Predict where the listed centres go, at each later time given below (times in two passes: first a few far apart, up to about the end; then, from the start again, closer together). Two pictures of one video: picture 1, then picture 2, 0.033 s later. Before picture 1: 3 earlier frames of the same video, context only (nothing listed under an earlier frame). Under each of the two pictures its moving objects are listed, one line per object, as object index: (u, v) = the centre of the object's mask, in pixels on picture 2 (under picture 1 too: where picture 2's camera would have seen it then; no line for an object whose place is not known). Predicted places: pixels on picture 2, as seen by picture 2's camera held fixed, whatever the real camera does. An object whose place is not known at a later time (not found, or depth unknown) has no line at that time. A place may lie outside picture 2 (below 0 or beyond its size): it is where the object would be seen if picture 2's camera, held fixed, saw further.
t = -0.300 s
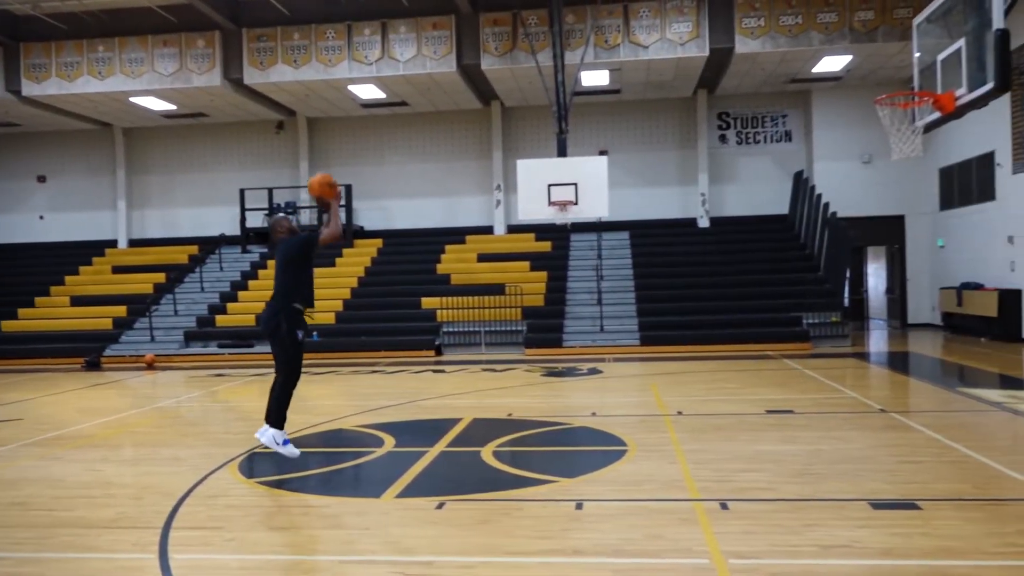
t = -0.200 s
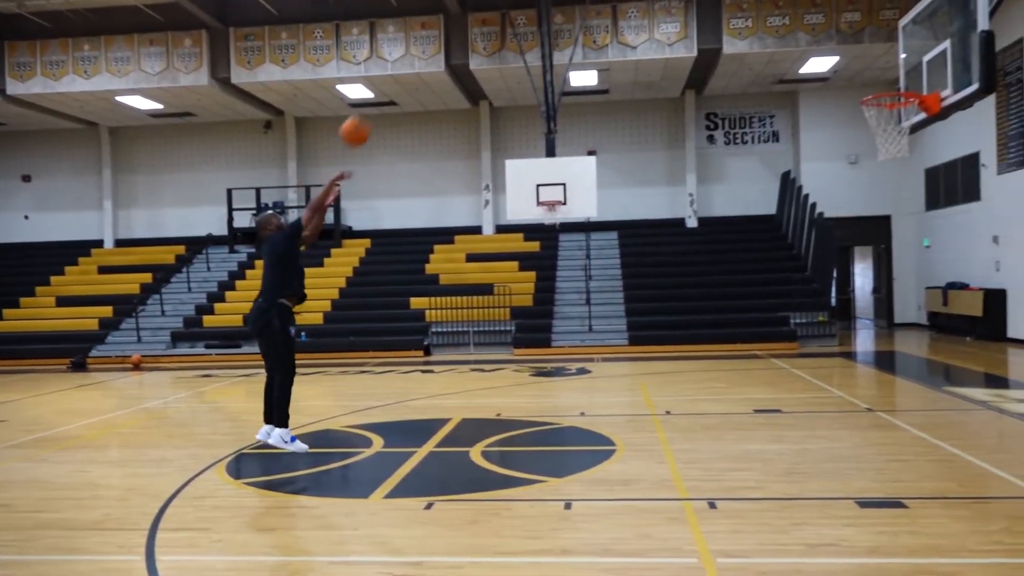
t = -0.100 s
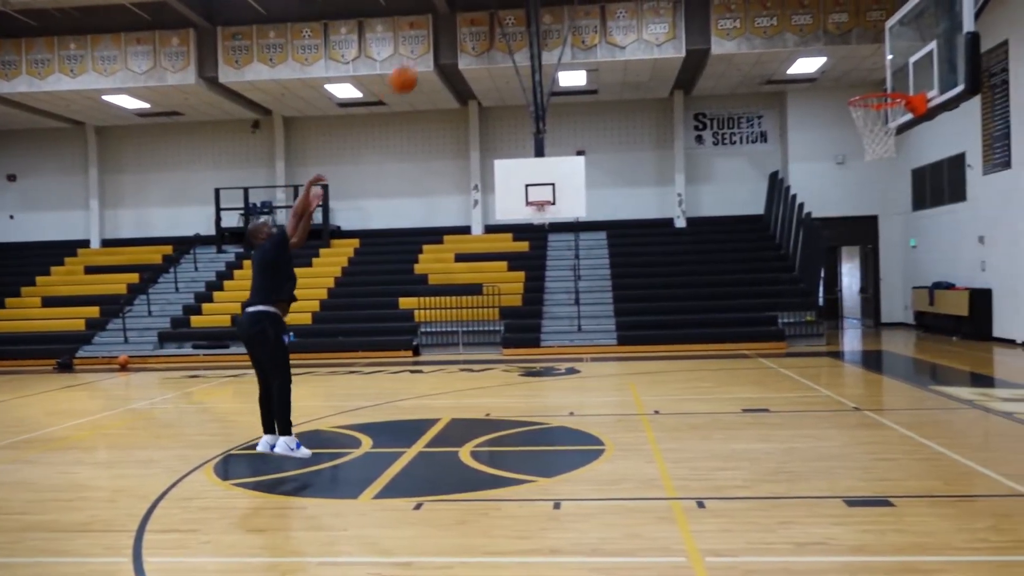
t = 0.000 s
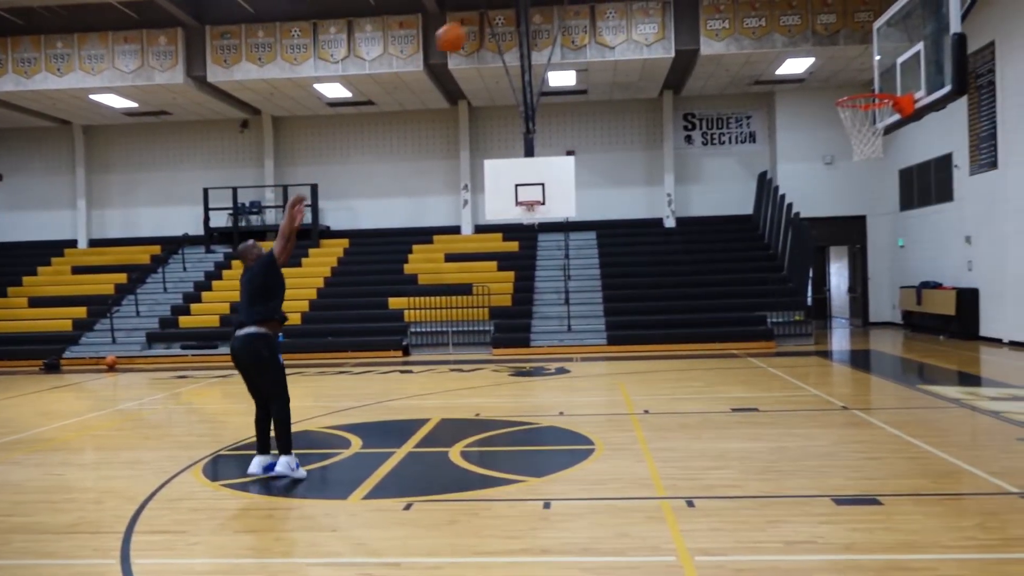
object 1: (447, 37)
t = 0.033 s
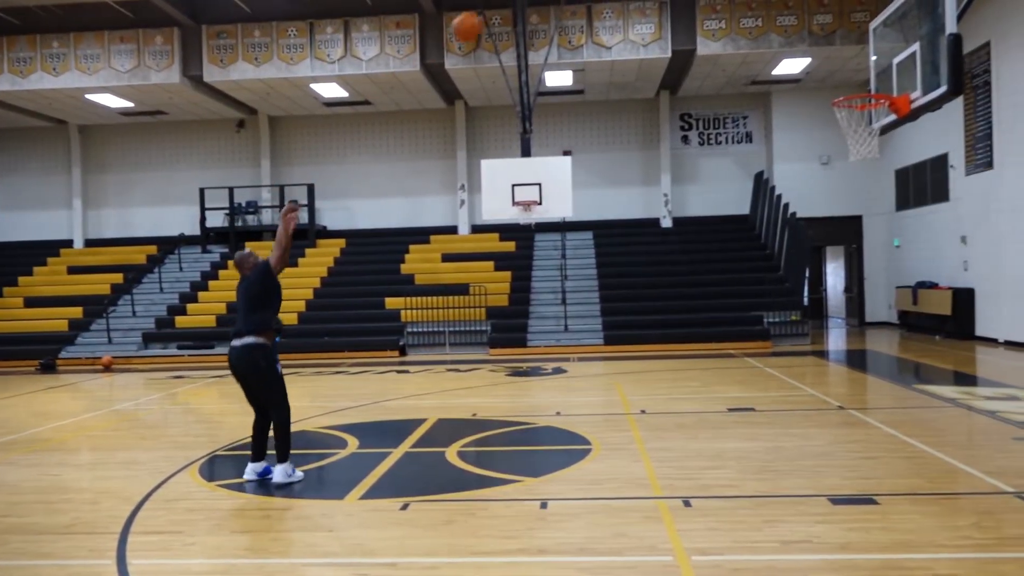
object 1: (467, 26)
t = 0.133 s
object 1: (524, 8)
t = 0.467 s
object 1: (709, 6)
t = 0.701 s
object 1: (832, 75)
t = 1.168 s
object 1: (891, 226)
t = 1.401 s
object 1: (905, 364)
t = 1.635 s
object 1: (891, 353)
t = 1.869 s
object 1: (862, 273)
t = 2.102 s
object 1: (834, 254)
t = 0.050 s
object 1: (477, 21)
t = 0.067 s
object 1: (487, 17)
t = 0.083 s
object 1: (496, 14)
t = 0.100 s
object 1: (505, 11)
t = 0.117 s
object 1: (514, 9)
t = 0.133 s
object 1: (524, 8)
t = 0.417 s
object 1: (682, 3)
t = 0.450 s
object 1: (700, 5)
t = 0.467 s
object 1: (709, 6)
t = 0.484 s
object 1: (719, 7)
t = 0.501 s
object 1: (728, 10)
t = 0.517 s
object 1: (736, 12)
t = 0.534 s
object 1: (745, 17)
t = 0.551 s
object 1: (753, 21)
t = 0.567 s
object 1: (762, 25)
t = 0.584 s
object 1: (771, 31)
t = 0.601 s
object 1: (779, 36)
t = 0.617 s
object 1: (787, 41)
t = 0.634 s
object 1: (796, 46)
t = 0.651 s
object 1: (806, 53)
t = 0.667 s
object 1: (815, 61)
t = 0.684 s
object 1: (823, 68)
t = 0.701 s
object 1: (832, 75)
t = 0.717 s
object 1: (842, 83)
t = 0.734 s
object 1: (849, 86)
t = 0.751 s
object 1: (857, 94)
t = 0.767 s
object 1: (866, 107)
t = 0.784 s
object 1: (877, 114)
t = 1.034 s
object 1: (889, 173)
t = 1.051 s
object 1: (889, 179)
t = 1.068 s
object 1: (890, 185)
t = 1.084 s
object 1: (890, 191)
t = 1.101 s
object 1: (890, 197)
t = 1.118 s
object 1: (890, 204)
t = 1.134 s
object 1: (891, 211)
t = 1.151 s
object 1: (890, 218)
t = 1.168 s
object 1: (891, 226)
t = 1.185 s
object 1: (892, 235)
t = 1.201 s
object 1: (893, 243)
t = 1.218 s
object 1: (893, 252)
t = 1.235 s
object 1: (894, 260)
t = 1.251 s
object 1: (893, 269)
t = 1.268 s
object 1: (895, 279)
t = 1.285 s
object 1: (896, 289)
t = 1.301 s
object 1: (896, 299)
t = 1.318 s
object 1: (897, 310)
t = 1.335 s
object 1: (899, 320)
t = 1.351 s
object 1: (901, 331)
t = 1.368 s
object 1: (902, 342)
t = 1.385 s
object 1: (905, 354)
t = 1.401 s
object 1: (905, 364)
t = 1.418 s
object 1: (906, 376)
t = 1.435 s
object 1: (906, 388)
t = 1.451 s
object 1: (909, 403)
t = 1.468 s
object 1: (910, 416)
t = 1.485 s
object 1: (911, 429)
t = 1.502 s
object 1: (908, 423)
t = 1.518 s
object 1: (906, 413)
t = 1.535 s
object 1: (904, 403)
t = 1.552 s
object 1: (901, 393)
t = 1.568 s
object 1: (899, 384)
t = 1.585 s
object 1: (897, 375)
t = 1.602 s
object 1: (894, 368)
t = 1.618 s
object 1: (892, 361)
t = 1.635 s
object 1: (891, 353)
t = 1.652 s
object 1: (889, 344)
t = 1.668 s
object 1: (887, 336)
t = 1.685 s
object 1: (885, 330)
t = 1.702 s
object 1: (884, 324)
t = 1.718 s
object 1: (882, 317)
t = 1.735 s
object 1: (880, 311)
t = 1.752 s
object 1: (877, 305)
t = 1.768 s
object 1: (875, 300)
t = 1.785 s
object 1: (872, 294)
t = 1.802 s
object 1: (870, 290)
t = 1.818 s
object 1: (868, 285)
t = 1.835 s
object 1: (866, 281)
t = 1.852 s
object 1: (864, 277)
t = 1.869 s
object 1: (862, 273)
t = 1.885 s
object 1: (860, 270)
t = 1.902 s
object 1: (858, 267)
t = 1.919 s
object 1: (856, 265)
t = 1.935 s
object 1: (854, 262)
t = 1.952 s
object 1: (853, 260)
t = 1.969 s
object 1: (850, 258)
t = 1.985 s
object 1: (848, 257)
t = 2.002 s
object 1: (846, 255)
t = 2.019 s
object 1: (844, 254)
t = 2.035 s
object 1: (842, 254)
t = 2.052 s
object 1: (840, 253)
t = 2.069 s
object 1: (838, 253)
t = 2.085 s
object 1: (836, 253)
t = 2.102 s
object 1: (834, 254)
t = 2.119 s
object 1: (831, 255)
